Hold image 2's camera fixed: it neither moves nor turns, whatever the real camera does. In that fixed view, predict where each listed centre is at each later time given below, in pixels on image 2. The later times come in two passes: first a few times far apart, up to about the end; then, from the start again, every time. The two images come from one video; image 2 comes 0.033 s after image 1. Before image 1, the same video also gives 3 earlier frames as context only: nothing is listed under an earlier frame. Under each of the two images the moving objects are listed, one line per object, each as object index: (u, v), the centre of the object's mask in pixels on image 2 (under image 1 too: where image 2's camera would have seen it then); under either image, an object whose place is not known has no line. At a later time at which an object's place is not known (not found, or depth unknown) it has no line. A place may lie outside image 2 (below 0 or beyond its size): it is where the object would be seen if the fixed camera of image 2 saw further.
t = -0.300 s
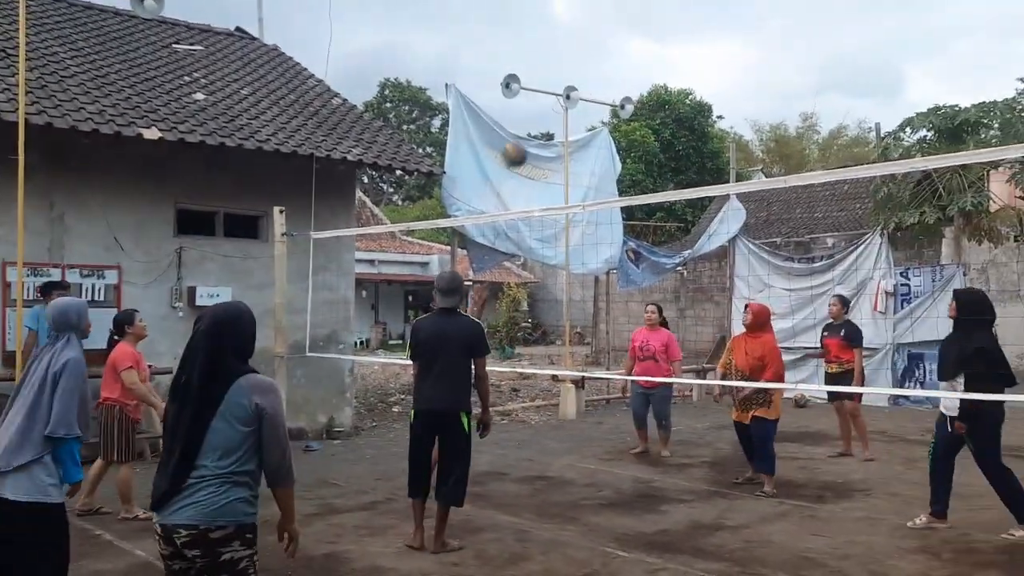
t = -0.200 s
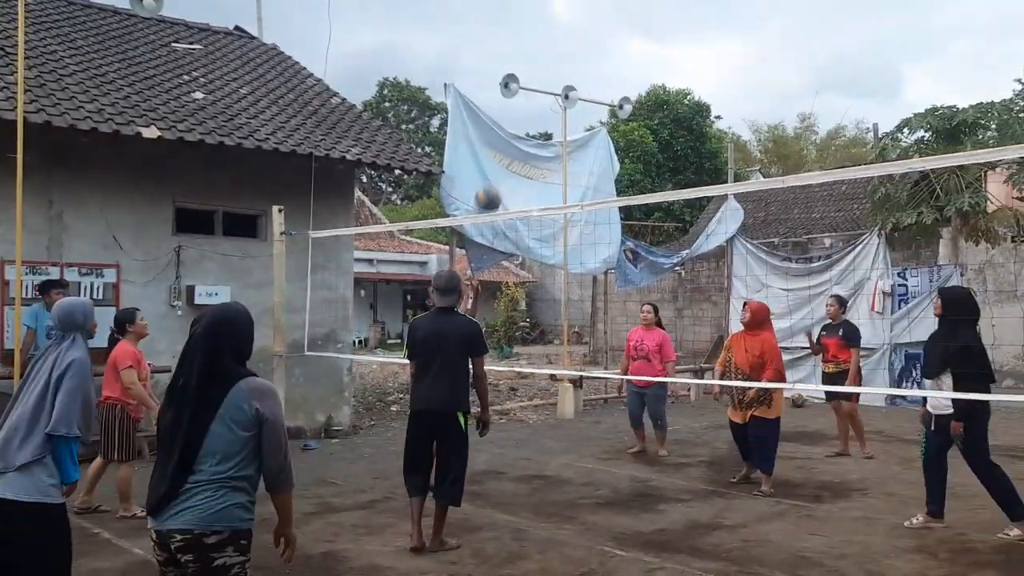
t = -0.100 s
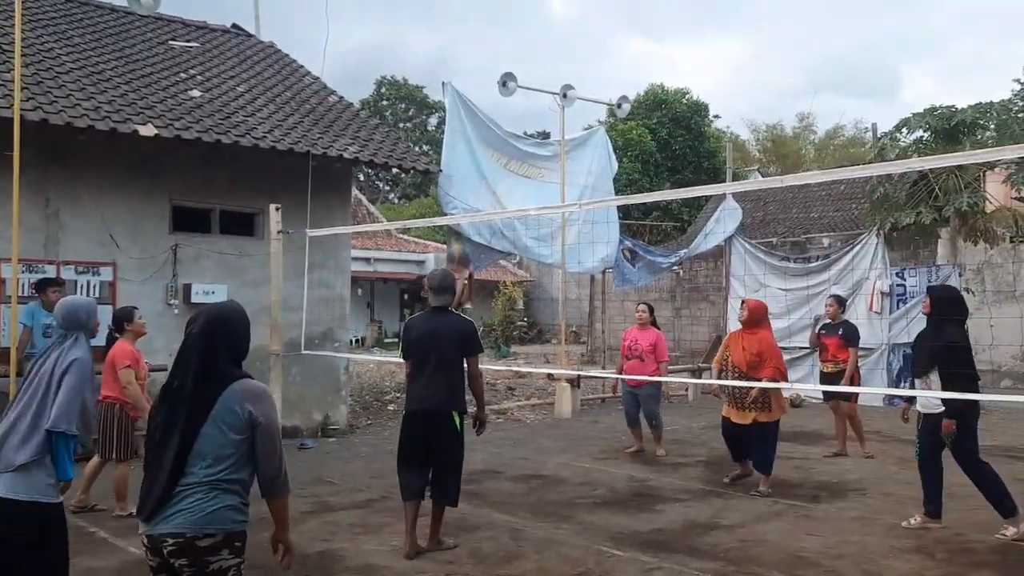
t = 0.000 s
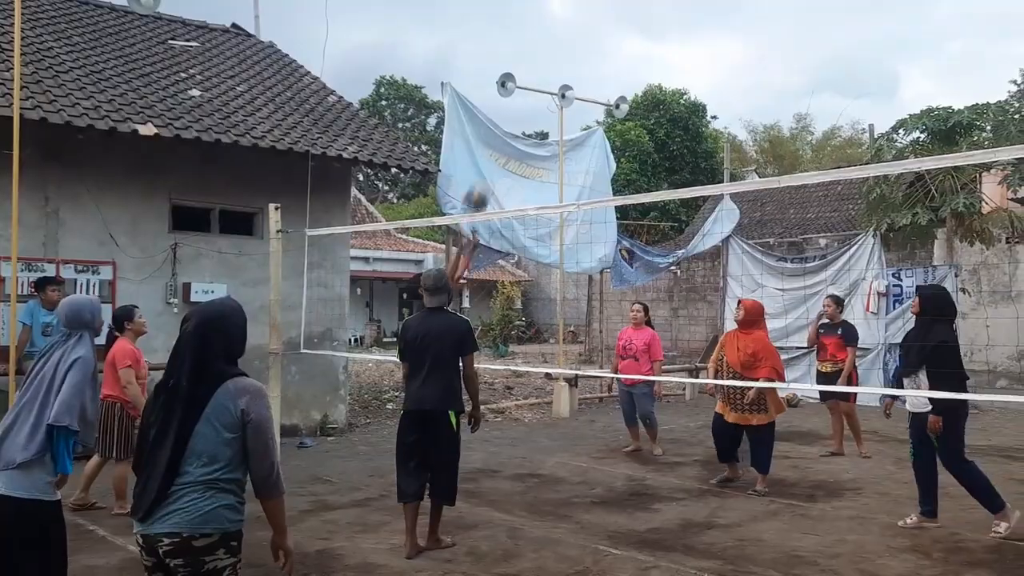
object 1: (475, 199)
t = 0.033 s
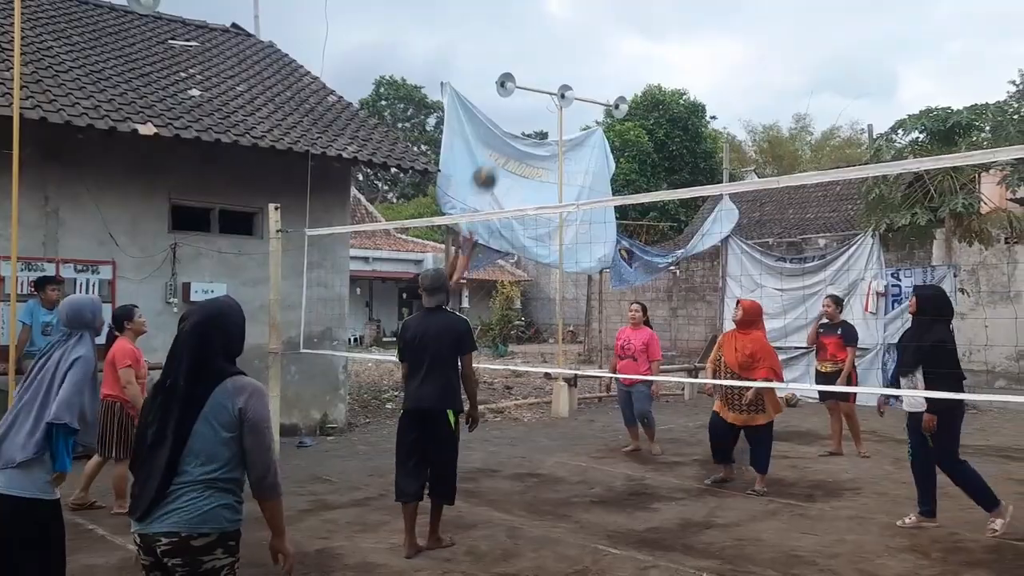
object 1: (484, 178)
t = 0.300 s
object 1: (558, 48)
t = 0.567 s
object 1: (638, 13)
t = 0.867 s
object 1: (729, 93)
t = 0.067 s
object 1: (494, 156)
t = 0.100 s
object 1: (502, 138)
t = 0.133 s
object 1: (512, 118)
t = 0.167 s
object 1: (521, 103)
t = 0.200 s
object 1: (530, 85)
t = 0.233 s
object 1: (539, 71)
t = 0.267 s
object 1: (549, 59)
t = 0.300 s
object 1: (558, 48)
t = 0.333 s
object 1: (568, 38)
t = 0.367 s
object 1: (578, 29)
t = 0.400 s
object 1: (587, 23)
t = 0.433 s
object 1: (598, 17)
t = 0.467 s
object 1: (607, 14)
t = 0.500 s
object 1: (617, 13)
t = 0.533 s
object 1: (627, 13)
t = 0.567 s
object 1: (638, 13)
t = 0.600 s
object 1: (648, 15)
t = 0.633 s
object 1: (658, 18)
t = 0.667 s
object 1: (668, 24)
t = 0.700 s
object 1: (678, 31)
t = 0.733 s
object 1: (688, 40)
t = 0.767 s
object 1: (699, 51)
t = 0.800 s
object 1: (709, 63)
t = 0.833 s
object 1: (719, 77)
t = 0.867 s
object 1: (729, 93)
